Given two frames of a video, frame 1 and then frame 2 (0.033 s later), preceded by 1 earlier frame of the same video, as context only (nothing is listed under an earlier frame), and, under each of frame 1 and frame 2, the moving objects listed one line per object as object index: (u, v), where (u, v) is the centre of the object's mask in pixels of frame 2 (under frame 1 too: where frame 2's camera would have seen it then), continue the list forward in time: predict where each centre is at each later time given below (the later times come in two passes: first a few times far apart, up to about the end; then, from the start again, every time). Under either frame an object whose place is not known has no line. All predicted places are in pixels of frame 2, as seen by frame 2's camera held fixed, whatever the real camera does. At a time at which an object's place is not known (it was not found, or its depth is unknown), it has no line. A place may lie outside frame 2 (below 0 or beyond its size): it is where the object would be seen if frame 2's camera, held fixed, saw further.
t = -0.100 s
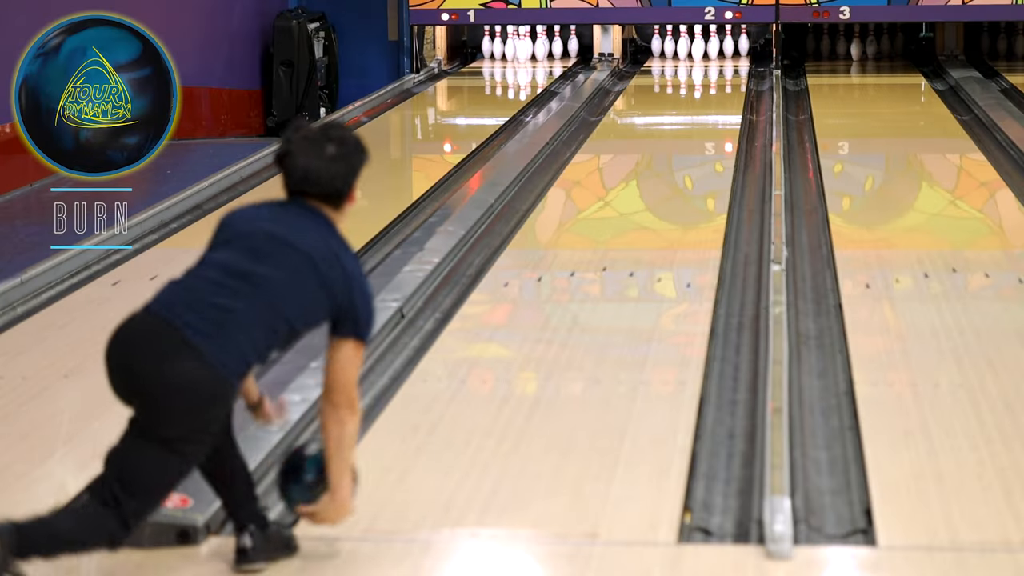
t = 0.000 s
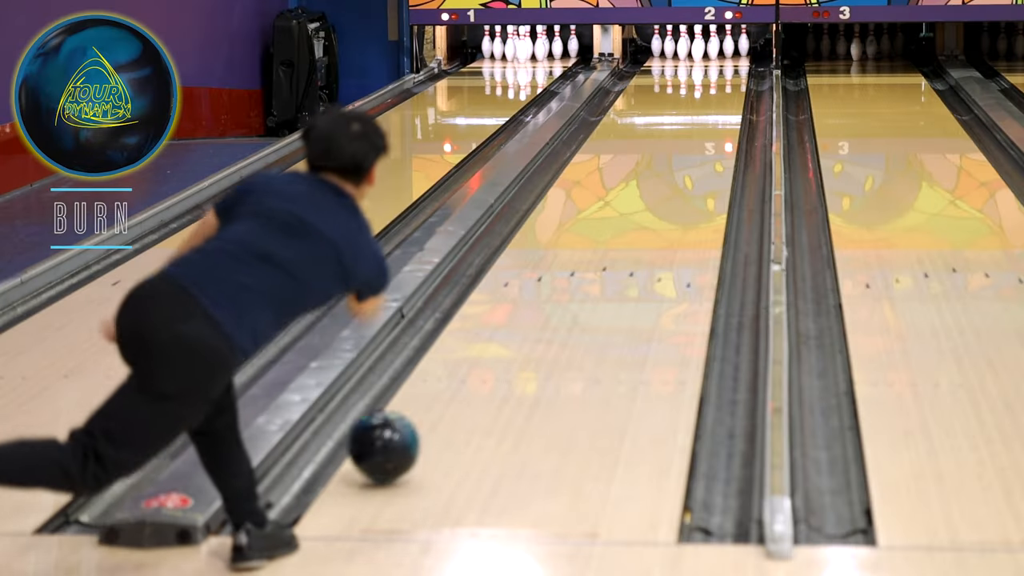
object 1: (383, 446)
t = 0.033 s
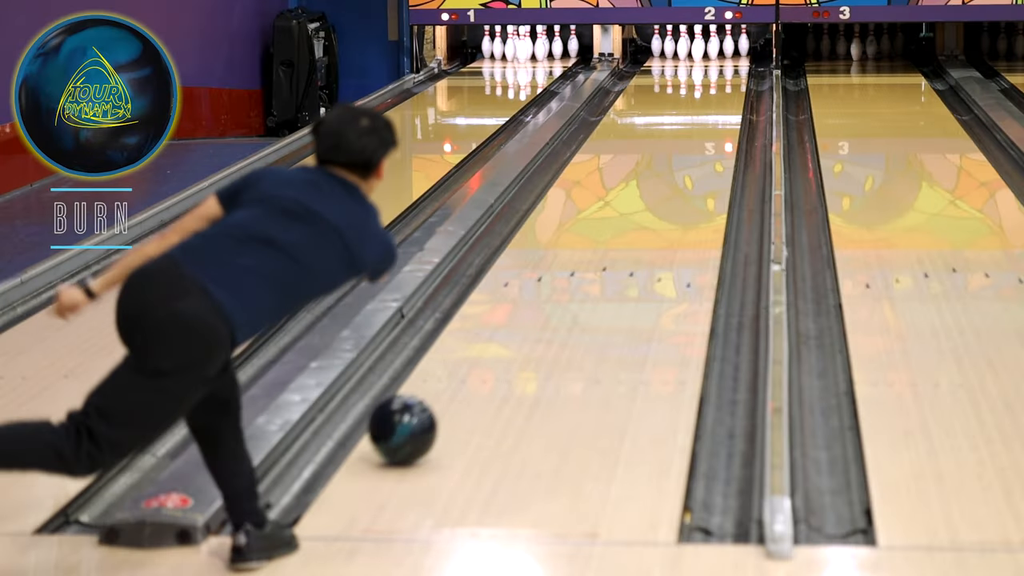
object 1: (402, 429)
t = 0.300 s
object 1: (517, 314)
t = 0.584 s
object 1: (592, 234)
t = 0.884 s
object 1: (645, 177)
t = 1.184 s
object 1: (680, 136)
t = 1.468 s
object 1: (703, 107)
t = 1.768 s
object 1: (716, 84)
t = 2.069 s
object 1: (718, 65)
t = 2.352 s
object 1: (707, 52)
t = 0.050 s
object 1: (411, 420)
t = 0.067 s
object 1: (420, 411)
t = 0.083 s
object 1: (428, 404)
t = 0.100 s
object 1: (437, 396)
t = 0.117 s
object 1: (445, 388)
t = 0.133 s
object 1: (452, 380)
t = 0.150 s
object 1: (460, 372)
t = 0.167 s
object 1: (467, 365)
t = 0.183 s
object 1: (473, 358)
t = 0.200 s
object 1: (480, 351)
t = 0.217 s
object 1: (487, 344)
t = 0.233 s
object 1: (493, 338)
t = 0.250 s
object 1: (499, 331)
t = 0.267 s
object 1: (505, 325)
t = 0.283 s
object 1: (511, 319)
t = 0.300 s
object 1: (517, 314)
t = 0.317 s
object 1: (522, 308)
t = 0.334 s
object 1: (527, 302)
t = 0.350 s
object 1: (532, 297)
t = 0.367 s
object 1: (538, 292)
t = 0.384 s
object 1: (542, 287)
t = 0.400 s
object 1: (547, 282)
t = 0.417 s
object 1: (552, 277)
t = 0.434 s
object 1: (556, 272)
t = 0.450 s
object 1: (560, 267)
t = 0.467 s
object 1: (565, 263)
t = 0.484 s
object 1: (569, 259)
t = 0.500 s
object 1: (573, 254)
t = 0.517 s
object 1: (577, 250)
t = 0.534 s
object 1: (581, 246)
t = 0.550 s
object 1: (585, 242)
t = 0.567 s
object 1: (588, 238)
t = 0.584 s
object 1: (592, 234)
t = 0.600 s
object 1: (596, 231)
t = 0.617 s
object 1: (599, 227)
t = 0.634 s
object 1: (602, 223)
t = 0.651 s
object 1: (606, 220)
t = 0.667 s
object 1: (609, 216)
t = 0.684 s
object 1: (612, 213)
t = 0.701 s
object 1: (615, 209)
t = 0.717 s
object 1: (618, 206)
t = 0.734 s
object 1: (621, 203)
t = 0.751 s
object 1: (624, 200)
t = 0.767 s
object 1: (627, 197)
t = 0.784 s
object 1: (629, 194)
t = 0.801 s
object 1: (632, 191)
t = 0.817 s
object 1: (635, 188)
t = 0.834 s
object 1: (637, 185)
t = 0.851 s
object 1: (640, 182)
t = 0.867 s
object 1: (642, 180)
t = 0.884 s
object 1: (645, 177)
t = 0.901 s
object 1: (647, 174)
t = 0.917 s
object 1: (649, 172)
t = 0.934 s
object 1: (651, 169)
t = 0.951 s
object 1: (654, 167)
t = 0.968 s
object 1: (656, 164)
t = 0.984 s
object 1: (658, 162)
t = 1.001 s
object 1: (660, 159)
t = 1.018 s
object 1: (662, 157)
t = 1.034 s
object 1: (664, 155)
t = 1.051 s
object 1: (666, 152)
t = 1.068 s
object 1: (668, 150)
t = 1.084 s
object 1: (670, 148)
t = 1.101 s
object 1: (672, 146)
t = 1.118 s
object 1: (674, 144)
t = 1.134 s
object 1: (675, 142)
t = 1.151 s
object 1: (677, 140)
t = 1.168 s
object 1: (679, 138)
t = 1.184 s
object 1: (680, 136)
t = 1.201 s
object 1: (682, 134)
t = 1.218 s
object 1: (684, 132)
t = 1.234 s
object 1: (685, 131)
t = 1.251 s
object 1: (687, 129)
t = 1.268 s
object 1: (688, 127)
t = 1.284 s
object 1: (690, 125)
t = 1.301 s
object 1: (691, 123)
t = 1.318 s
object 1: (692, 122)
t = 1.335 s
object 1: (694, 120)
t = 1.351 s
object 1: (695, 118)
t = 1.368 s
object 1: (696, 117)
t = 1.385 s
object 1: (698, 115)
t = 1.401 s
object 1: (699, 113)
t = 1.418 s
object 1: (700, 112)
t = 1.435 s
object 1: (701, 111)
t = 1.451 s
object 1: (702, 109)
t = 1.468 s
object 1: (703, 107)
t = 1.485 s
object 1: (704, 106)
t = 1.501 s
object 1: (705, 104)
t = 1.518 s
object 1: (706, 103)
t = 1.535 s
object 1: (707, 102)
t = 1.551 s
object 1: (708, 100)
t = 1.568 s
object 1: (709, 99)
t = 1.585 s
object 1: (710, 97)
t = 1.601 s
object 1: (711, 96)
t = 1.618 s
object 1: (712, 95)
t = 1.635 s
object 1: (712, 94)
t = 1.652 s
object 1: (713, 92)
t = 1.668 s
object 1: (713, 91)
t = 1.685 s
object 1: (714, 90)
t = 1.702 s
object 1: (714, 88)
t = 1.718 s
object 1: (715, 87)
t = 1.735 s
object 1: (715, 86)
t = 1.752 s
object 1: (716, 85)
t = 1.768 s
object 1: (716, 84)
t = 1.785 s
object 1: (717, 82)
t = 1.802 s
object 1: (717, 81)
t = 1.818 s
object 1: (717, 80)
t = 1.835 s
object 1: (718, 79)
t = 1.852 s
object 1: (718, 78)
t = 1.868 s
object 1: (718, 77)
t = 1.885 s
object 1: (718, 76)
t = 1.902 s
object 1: (719, 75)
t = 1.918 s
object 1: (719, 74)
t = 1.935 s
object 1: (719, 73)
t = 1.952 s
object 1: (719, 72)
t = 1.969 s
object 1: (719, 71)
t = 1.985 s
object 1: (719, 70)
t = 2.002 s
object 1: (718, 69)
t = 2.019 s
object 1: (718, 68)
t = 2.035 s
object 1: (718, 67)
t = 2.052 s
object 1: (718, 66)
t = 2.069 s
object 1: (718, 65)
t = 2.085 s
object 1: (717, 64)
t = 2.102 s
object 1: (717, 63)
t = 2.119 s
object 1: (716, 63)
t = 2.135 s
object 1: (716, 62)
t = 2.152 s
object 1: (716, 61)
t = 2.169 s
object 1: (715, 60)
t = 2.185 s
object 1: (714, 59)
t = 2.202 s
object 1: (714, 58)
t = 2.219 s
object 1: (713, 58)
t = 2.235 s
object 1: (713, 57)
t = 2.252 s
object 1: (712, 56)
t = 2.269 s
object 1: (711, 55)
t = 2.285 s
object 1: (710, 55)
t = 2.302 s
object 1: (710, 54)
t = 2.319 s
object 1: (709, 53)
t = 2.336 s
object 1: (708, 52)
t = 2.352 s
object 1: (707, 52)
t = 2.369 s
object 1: (708, 51)
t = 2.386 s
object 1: (708, 51)
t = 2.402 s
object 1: (709, 50)
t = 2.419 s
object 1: (709, 50)
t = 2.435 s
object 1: (708, 49)
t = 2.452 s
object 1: (708, 49)
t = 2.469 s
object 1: (708, 48)
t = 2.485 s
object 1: (709, 48)
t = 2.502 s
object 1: (709, 48)
